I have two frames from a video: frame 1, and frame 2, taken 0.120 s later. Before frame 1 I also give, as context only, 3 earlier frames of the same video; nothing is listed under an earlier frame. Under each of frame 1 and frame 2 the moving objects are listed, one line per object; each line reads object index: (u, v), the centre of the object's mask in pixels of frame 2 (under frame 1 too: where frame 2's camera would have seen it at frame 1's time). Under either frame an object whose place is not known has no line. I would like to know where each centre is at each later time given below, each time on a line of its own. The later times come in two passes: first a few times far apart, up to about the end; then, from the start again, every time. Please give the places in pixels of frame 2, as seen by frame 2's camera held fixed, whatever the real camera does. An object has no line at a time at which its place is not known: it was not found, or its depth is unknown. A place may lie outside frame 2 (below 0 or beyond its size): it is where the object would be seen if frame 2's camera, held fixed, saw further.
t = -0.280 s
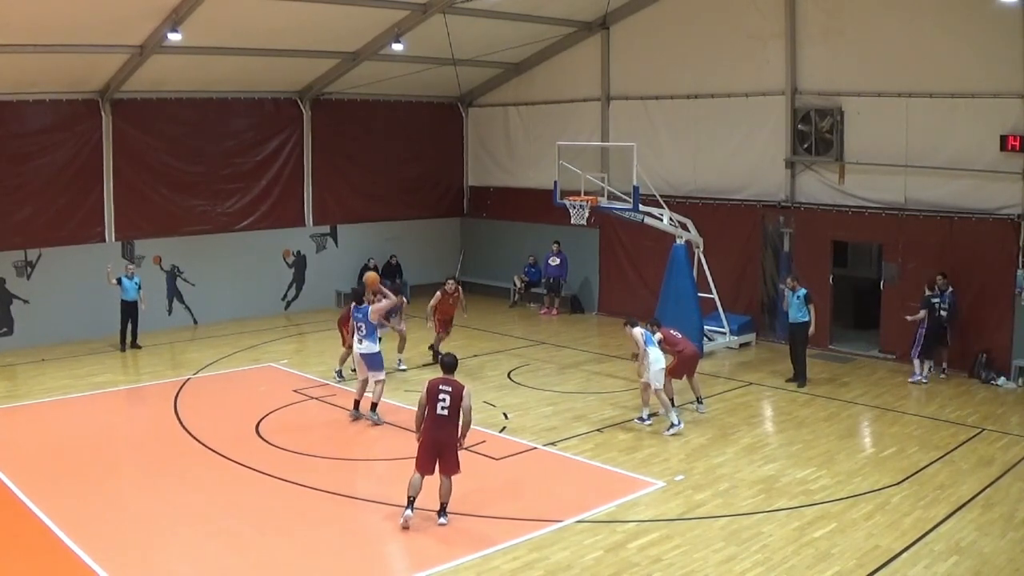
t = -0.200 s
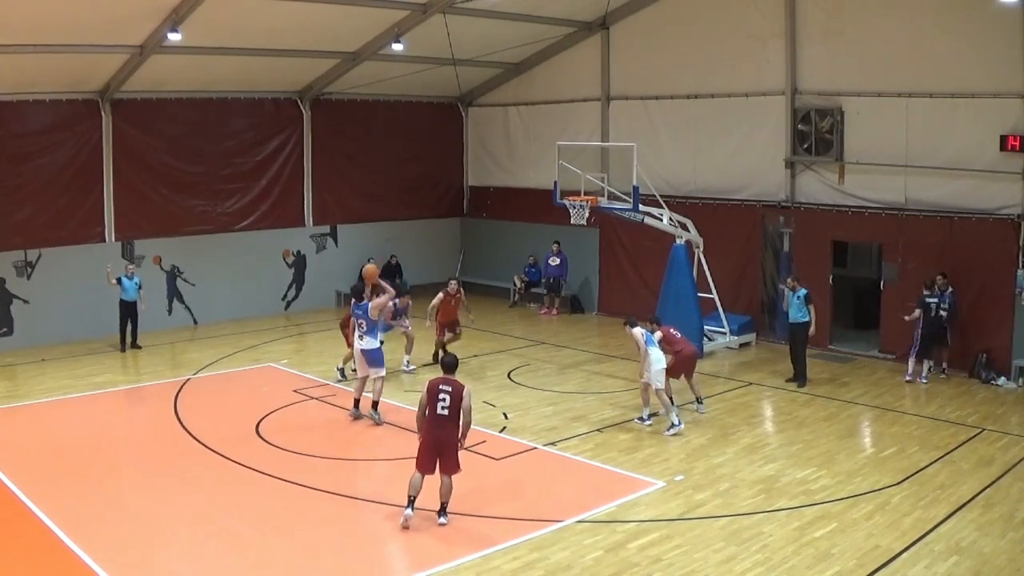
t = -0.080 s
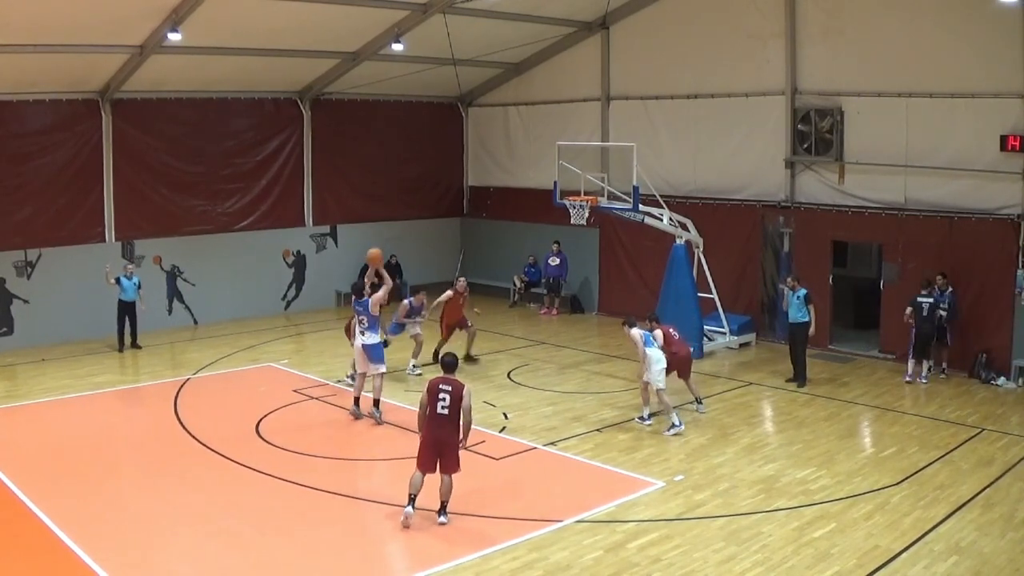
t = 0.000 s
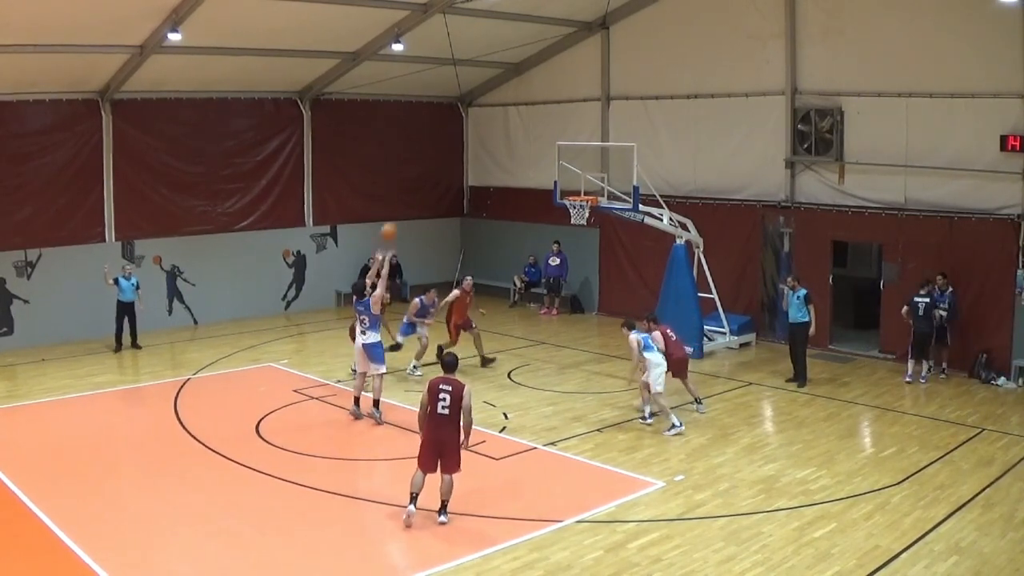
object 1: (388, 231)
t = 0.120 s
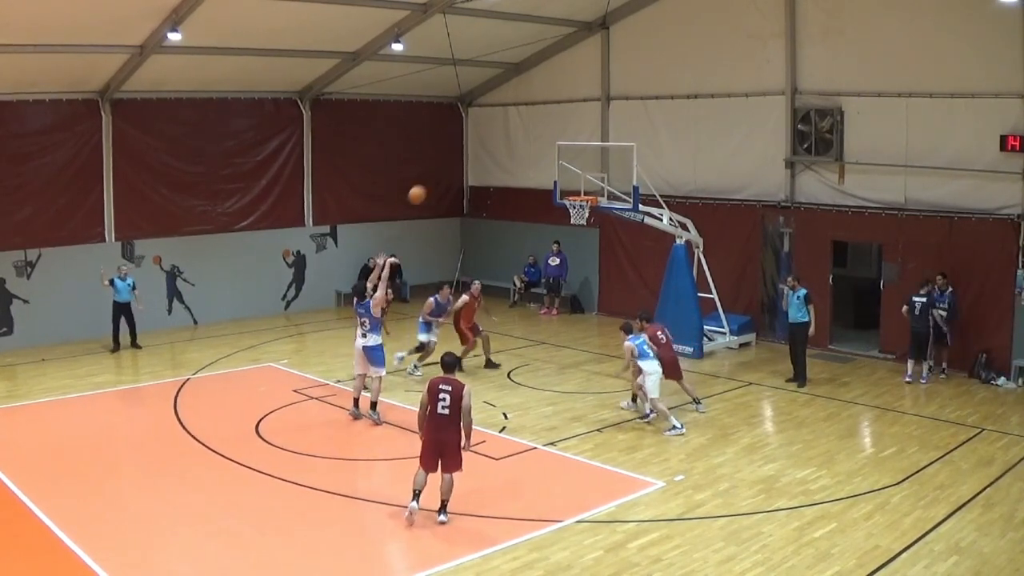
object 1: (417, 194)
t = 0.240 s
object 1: (444, 168)
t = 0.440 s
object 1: (488, 145)
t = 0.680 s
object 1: (536, 153)
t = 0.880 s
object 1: (573, 184)
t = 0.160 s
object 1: (426, 184)
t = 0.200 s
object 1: (435, 176)
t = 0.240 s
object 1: (444, 168)
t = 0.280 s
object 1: (453, 162)
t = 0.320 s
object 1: (461, 156)
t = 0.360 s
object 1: (470, 151)
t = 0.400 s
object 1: (479, 147)
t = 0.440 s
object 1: (488, 145)
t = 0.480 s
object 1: (497, 145)
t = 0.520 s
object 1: (505, 144)
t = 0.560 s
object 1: (513, 145)
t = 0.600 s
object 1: (520, 146)
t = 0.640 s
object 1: (528, 149)
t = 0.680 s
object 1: (536, 153)
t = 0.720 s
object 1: (543, 157)
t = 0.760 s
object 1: (551, 163)
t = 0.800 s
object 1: (558, 169)
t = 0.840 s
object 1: (565, 175)
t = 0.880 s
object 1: (573, 184)
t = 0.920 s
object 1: (580, 191)
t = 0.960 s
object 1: (582, 194)
